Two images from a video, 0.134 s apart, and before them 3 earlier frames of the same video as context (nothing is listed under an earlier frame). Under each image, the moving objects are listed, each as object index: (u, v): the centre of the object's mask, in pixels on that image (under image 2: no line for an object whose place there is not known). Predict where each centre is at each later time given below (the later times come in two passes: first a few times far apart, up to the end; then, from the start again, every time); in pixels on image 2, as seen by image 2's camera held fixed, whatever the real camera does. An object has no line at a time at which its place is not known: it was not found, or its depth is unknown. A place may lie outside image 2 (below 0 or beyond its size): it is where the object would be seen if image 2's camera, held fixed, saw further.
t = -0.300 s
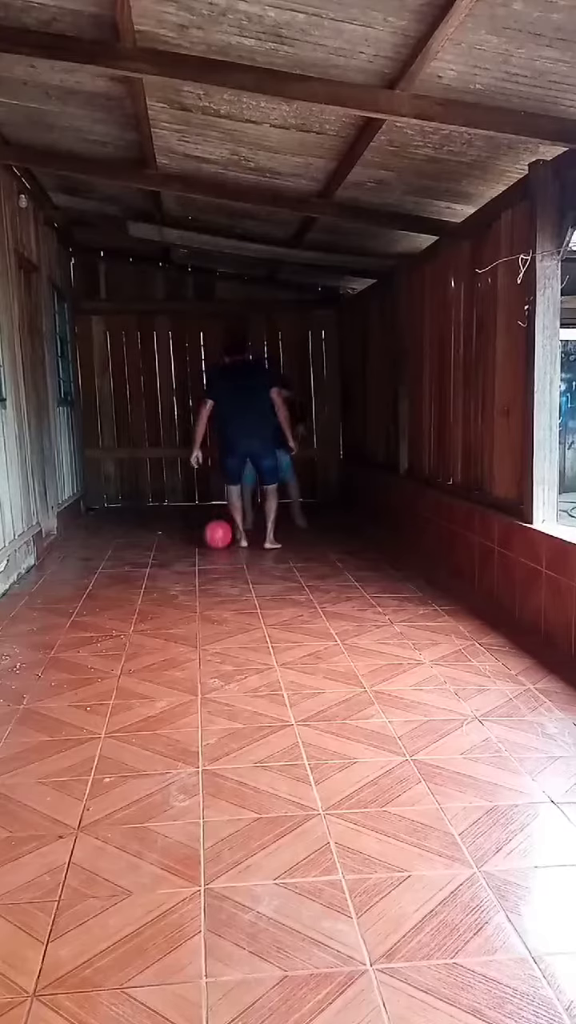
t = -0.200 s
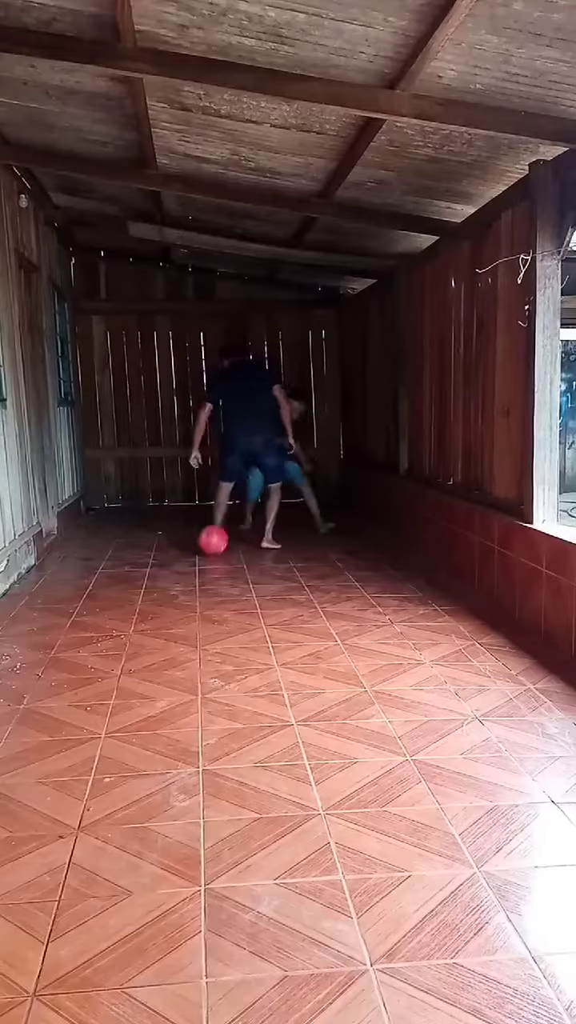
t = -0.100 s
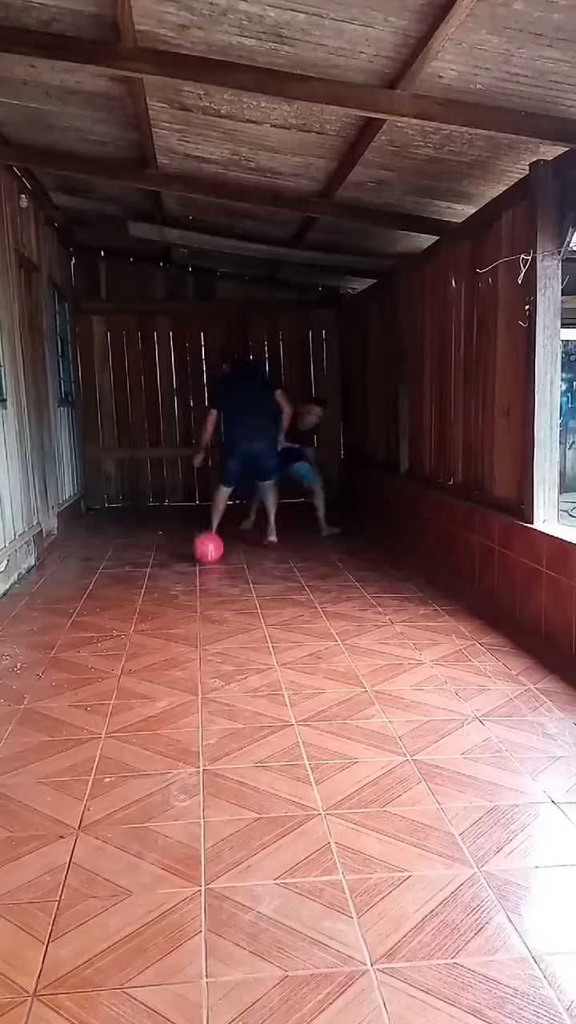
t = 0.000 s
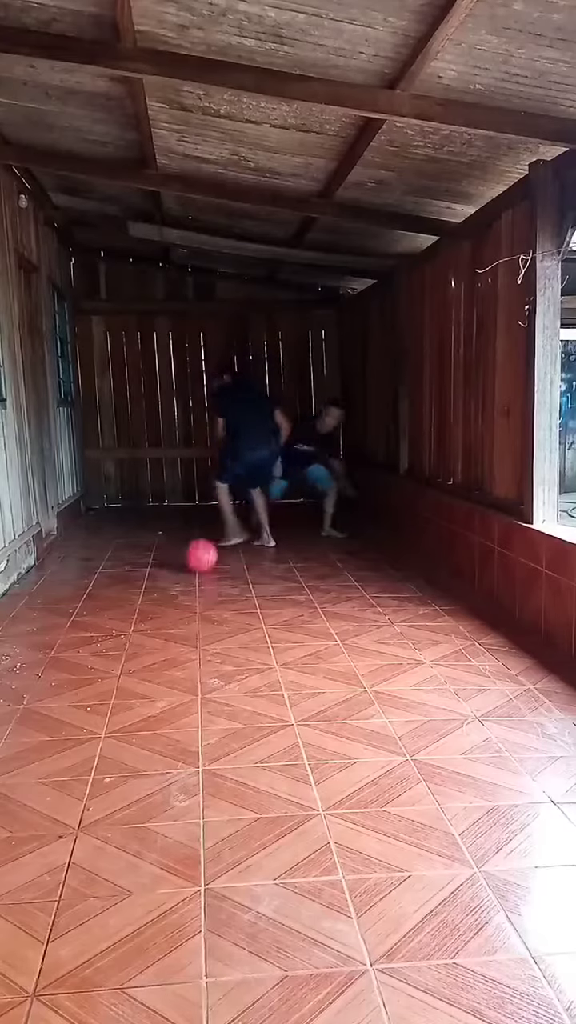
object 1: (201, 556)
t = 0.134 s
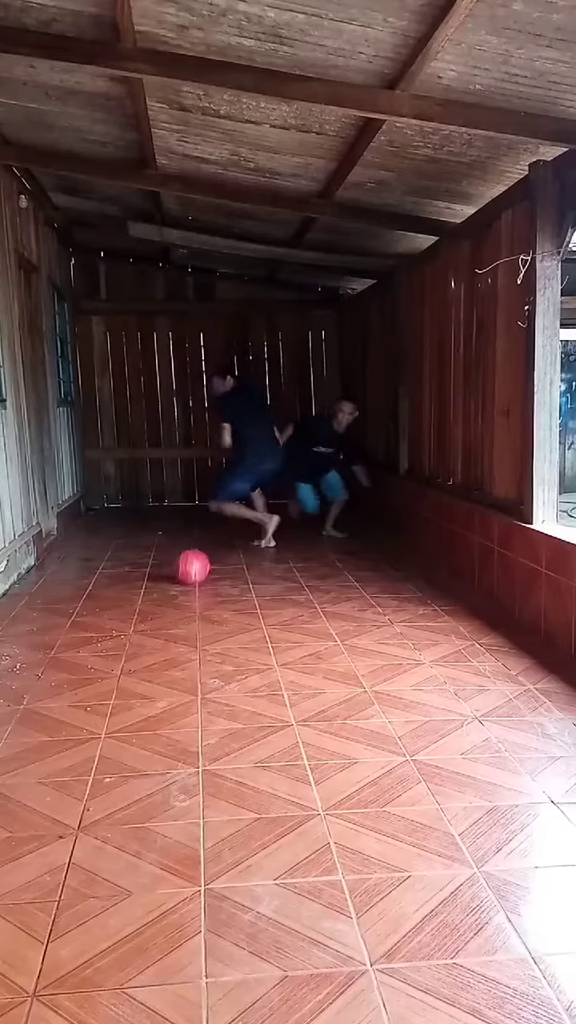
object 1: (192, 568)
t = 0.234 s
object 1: (183, 577)
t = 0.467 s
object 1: (161, 600)
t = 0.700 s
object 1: (128, 633)
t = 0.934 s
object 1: (86, 676)
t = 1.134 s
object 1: (32, 726)
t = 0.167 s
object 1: (189, 570)
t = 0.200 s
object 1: (186, 574)
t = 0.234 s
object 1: (183, 577)
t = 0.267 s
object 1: (180, 579)
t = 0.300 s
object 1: (177, 584)
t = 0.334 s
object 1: (175, 586)
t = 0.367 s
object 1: (172, 588)
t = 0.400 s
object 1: (169, 593)
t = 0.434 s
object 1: (164, 597)
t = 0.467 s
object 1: (161, 600)
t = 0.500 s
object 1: (156, 605)
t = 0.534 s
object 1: (152, 609)
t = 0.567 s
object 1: (149, 613)
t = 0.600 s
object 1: (143, 618)
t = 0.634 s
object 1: (138, 621)
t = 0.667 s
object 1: (134, 625)
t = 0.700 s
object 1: (128, 633)
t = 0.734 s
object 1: (123, 638)
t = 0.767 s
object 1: (118, 642)
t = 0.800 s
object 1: (112, 649)
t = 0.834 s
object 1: (106, 657)
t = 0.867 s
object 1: (99, 661)
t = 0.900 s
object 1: (92, 668)
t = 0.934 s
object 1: (86, 676)
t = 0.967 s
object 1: (76, 684)
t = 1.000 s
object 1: (68, 689)
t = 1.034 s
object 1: (58, 698)
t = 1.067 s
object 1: (49, 708)
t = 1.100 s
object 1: (41, 717)
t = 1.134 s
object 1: (32, 726)
